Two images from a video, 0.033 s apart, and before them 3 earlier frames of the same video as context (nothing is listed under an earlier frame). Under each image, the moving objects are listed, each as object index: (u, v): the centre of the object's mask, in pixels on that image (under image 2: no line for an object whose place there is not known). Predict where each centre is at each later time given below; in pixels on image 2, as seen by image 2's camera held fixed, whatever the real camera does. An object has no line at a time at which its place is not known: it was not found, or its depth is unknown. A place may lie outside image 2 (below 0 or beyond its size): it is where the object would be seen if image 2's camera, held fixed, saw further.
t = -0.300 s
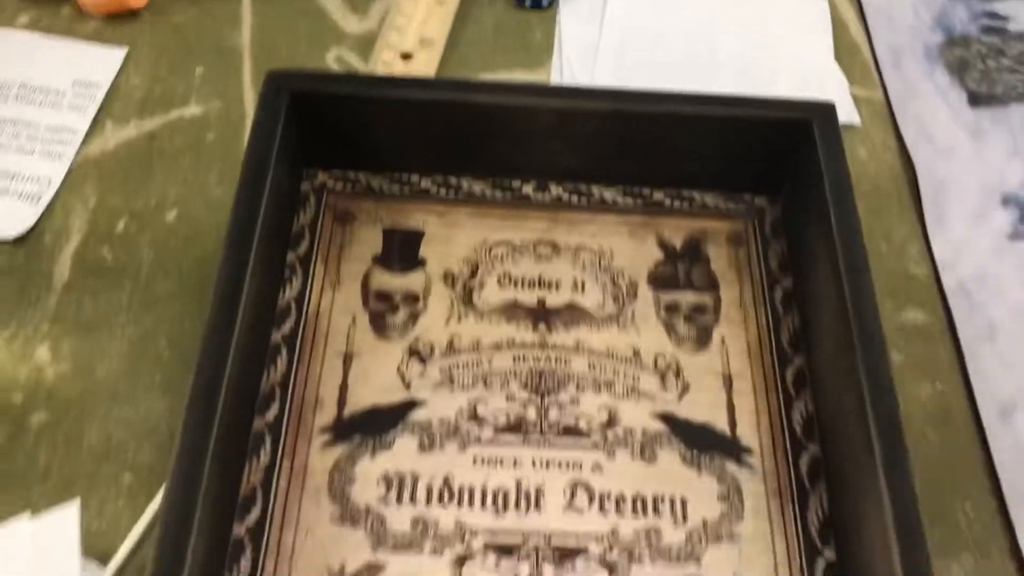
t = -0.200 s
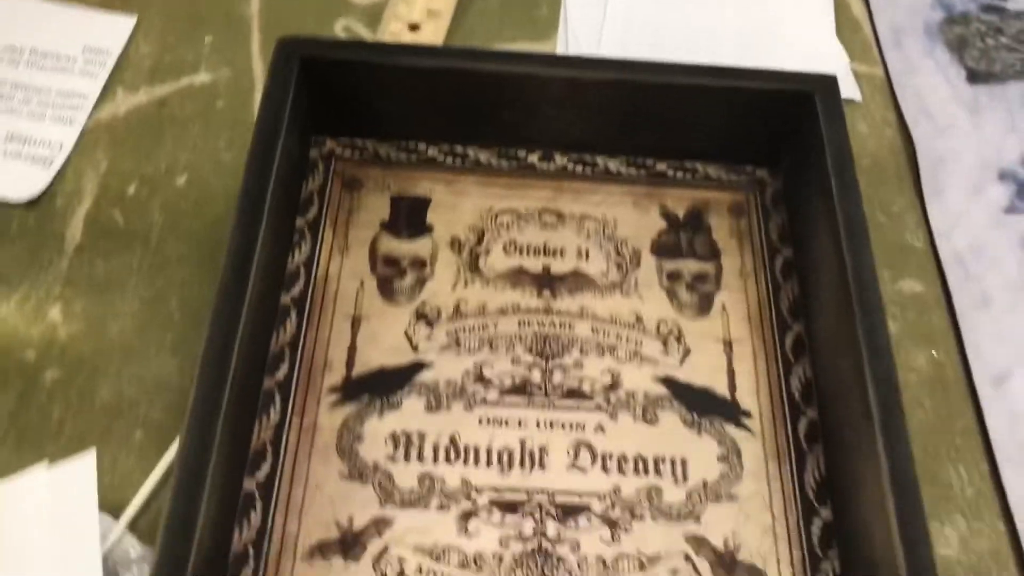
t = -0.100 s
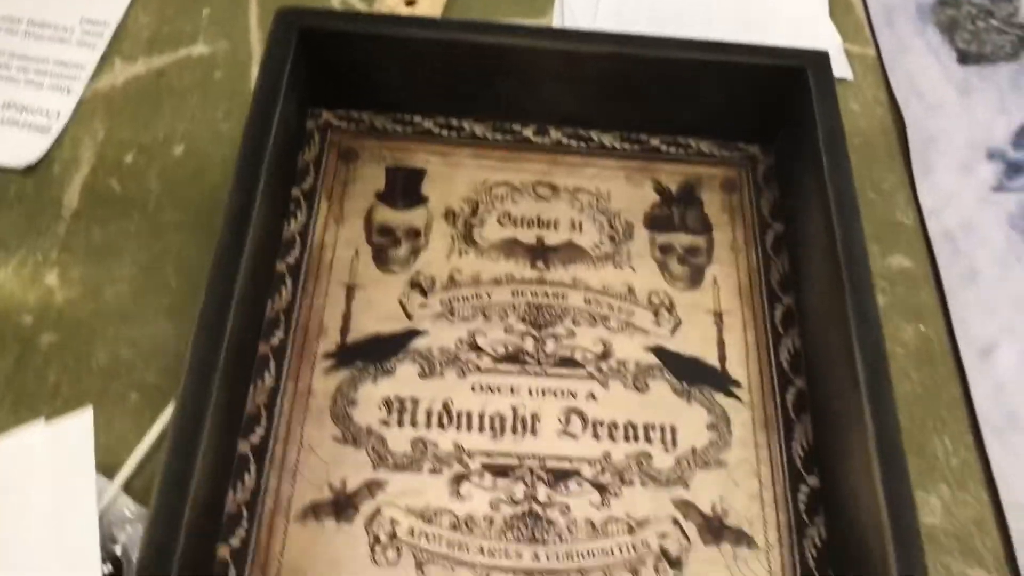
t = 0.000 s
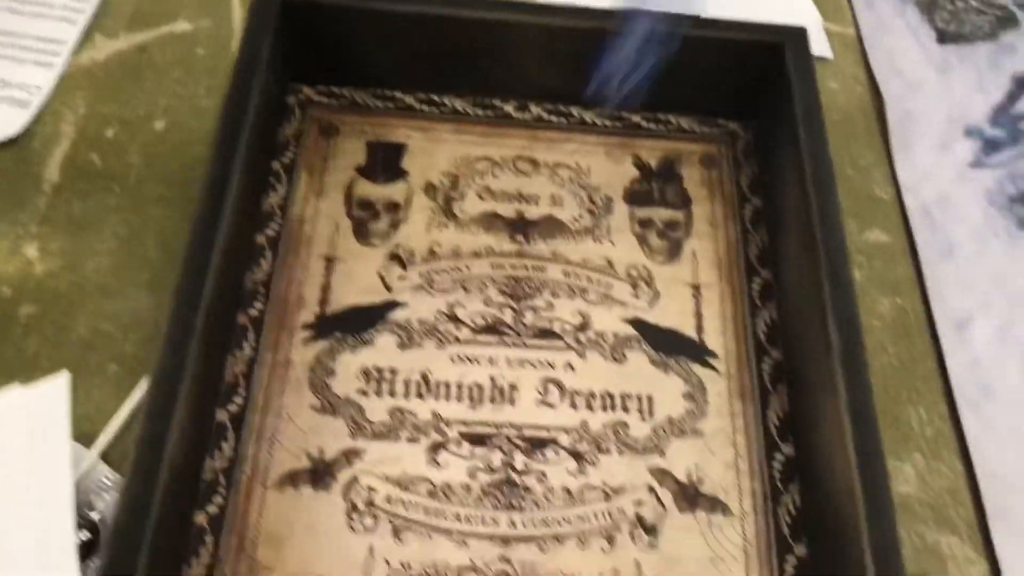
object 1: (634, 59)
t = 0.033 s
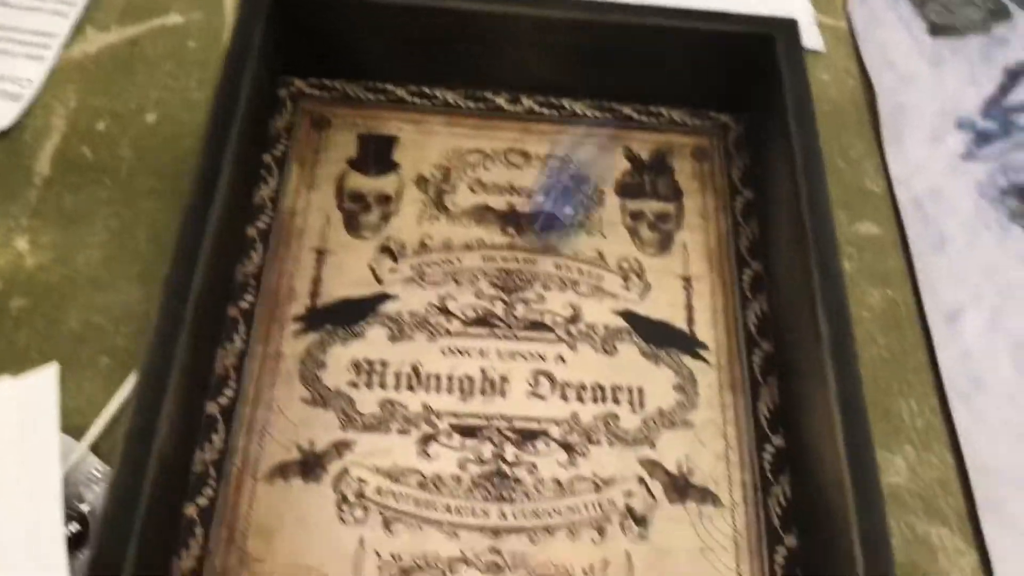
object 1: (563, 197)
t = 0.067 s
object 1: (542, 192)
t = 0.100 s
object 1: (520, 174)
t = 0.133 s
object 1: (496, 178)
